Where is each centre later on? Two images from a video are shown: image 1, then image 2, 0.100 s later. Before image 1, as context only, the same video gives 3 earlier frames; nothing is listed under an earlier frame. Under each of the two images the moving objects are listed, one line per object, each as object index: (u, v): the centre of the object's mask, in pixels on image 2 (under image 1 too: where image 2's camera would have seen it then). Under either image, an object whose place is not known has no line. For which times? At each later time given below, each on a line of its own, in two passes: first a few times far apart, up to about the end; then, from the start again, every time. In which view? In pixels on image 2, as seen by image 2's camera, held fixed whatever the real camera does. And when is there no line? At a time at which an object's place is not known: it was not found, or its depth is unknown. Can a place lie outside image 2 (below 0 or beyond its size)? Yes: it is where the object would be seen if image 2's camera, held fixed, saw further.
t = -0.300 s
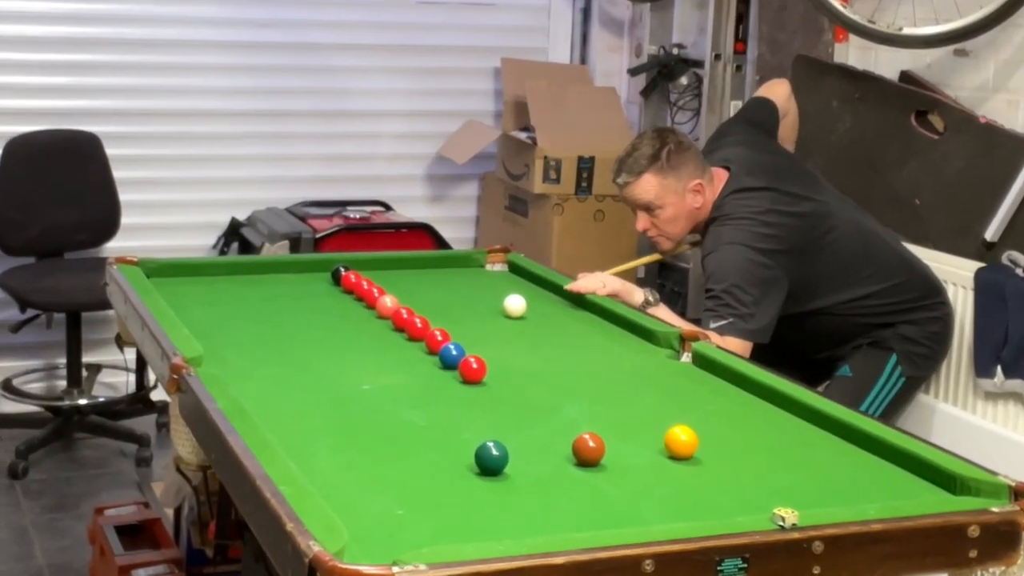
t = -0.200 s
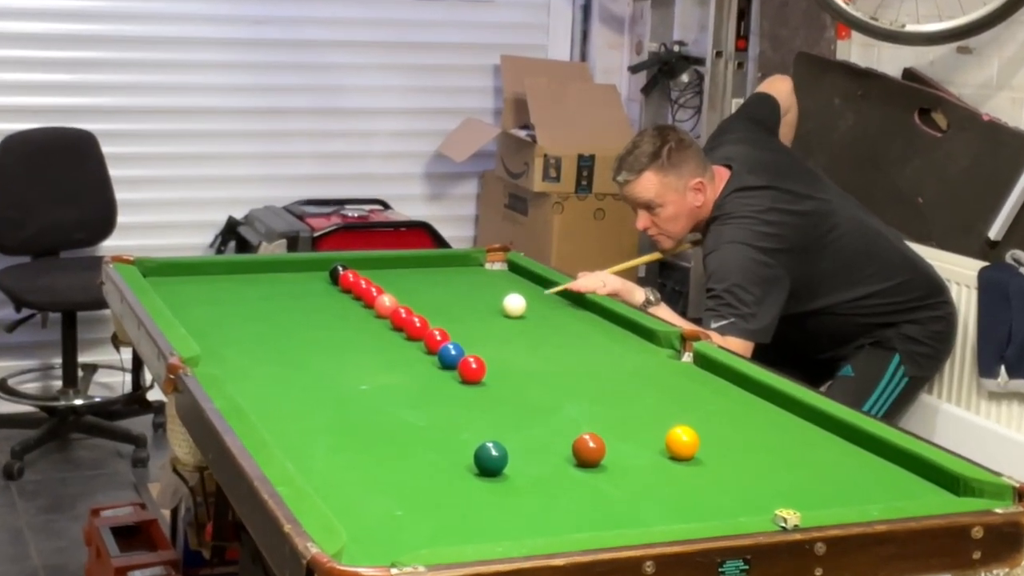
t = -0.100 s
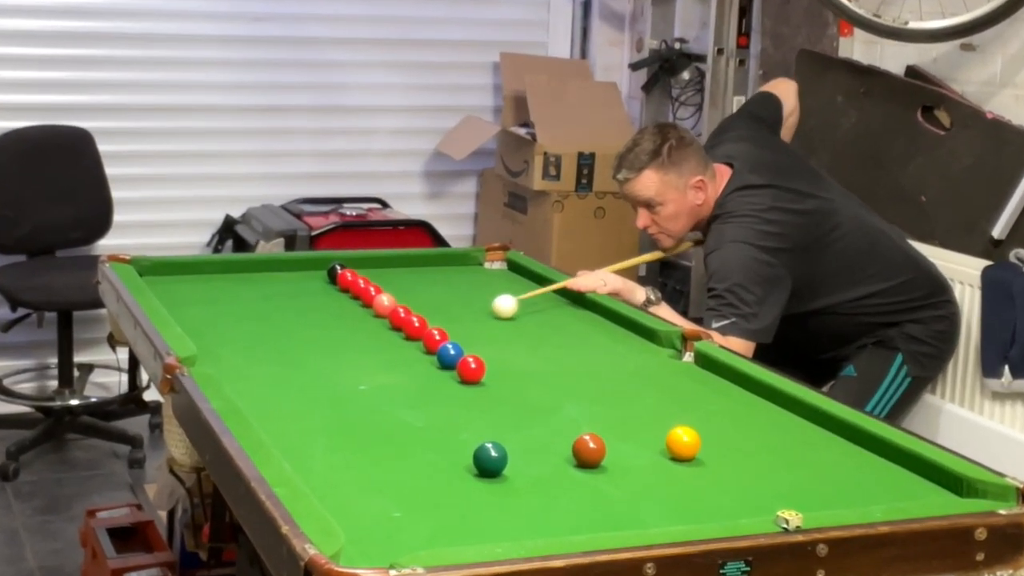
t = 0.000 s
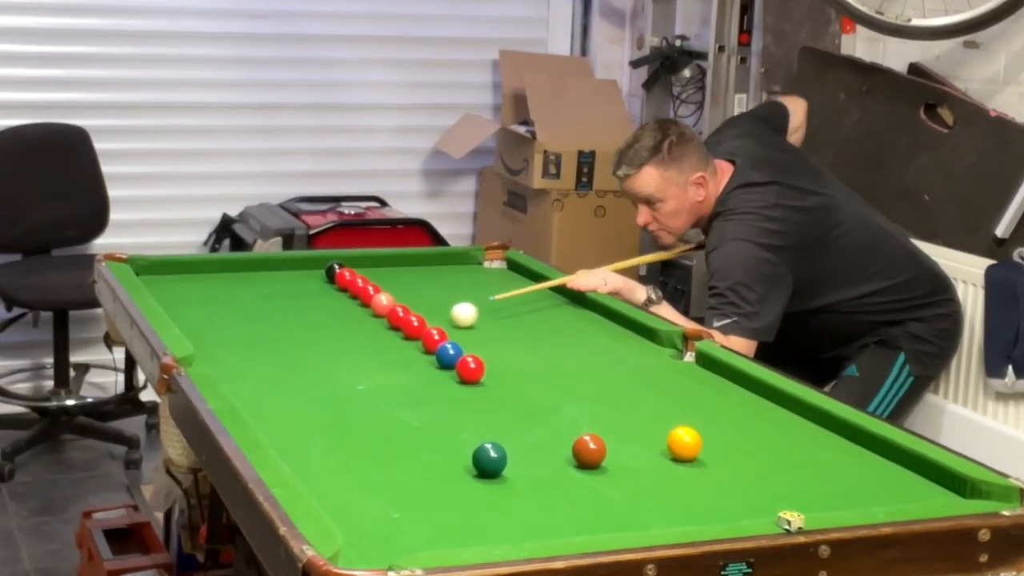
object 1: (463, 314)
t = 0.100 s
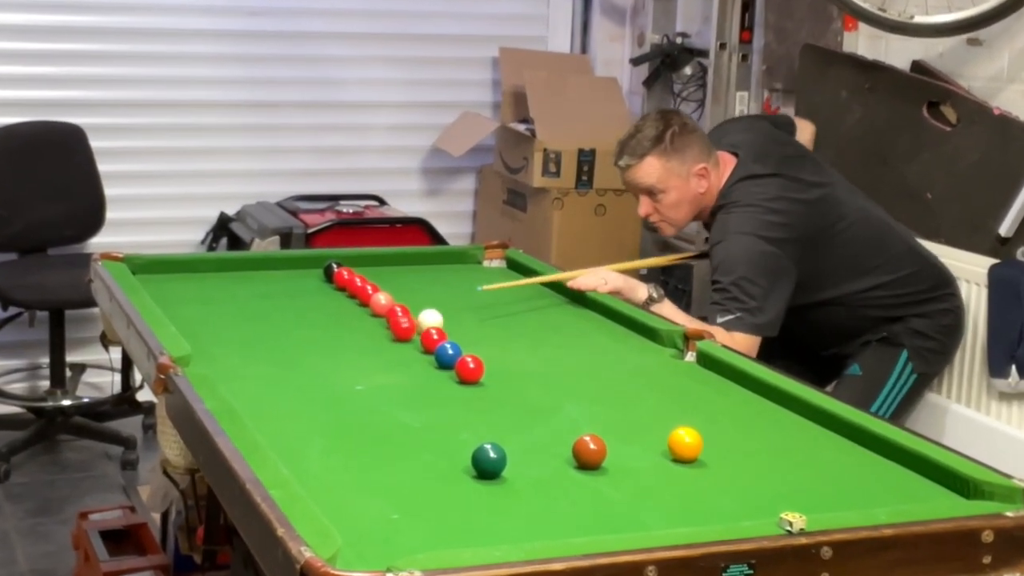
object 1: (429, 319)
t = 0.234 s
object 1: (419, 323)
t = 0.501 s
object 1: (396, 330)
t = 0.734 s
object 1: (378, 334)
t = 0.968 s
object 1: (363, 338)
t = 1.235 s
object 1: (348, 342)
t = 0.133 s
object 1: (428, 319)
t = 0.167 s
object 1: (425, 320)
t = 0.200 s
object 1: (422, 321)
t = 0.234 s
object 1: (419, 323)
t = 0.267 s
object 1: (416, 324)
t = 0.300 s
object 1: (413, 325)
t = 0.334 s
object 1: (411, 326)
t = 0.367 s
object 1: (408, 327)
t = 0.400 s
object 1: (405, 328)
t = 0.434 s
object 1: (402, 328)
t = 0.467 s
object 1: (399, 329)
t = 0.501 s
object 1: (396, 330)
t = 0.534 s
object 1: (393, 331)
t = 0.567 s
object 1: (391, 331)
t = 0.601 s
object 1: (388, 332)
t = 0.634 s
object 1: (386, 332)
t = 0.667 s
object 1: (383, 333)
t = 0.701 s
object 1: (381, 334)
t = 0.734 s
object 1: (378, 334)
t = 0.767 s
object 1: (376, 335)
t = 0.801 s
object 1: (374, 335)
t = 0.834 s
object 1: (371, 336)
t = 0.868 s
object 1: (369, 337)
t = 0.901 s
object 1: (367, 337)
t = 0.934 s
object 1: (365, 337)
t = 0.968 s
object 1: (363, 338)
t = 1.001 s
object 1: (361, 339)
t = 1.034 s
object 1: (359, 339)
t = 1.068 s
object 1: (357, 340)
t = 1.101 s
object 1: (355, 340)
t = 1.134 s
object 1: (353, 341)
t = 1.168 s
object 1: (352, 341)
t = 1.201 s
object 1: (350, 342)
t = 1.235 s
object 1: (348, 342)
